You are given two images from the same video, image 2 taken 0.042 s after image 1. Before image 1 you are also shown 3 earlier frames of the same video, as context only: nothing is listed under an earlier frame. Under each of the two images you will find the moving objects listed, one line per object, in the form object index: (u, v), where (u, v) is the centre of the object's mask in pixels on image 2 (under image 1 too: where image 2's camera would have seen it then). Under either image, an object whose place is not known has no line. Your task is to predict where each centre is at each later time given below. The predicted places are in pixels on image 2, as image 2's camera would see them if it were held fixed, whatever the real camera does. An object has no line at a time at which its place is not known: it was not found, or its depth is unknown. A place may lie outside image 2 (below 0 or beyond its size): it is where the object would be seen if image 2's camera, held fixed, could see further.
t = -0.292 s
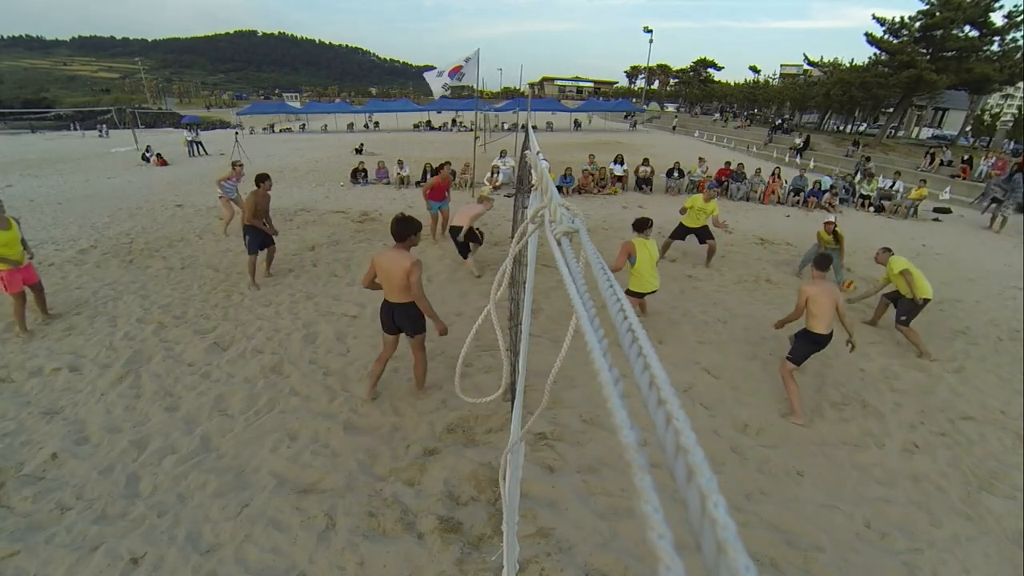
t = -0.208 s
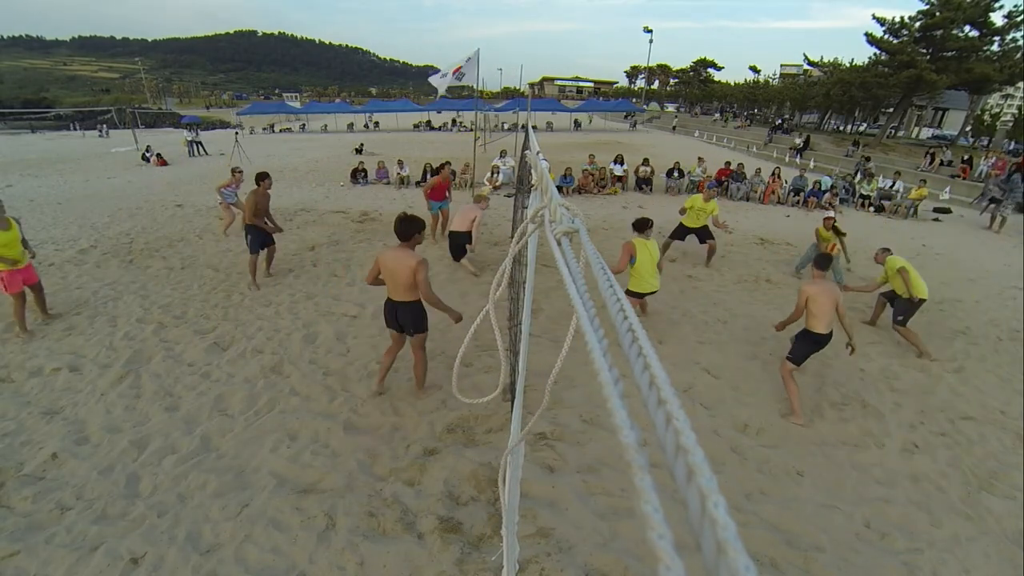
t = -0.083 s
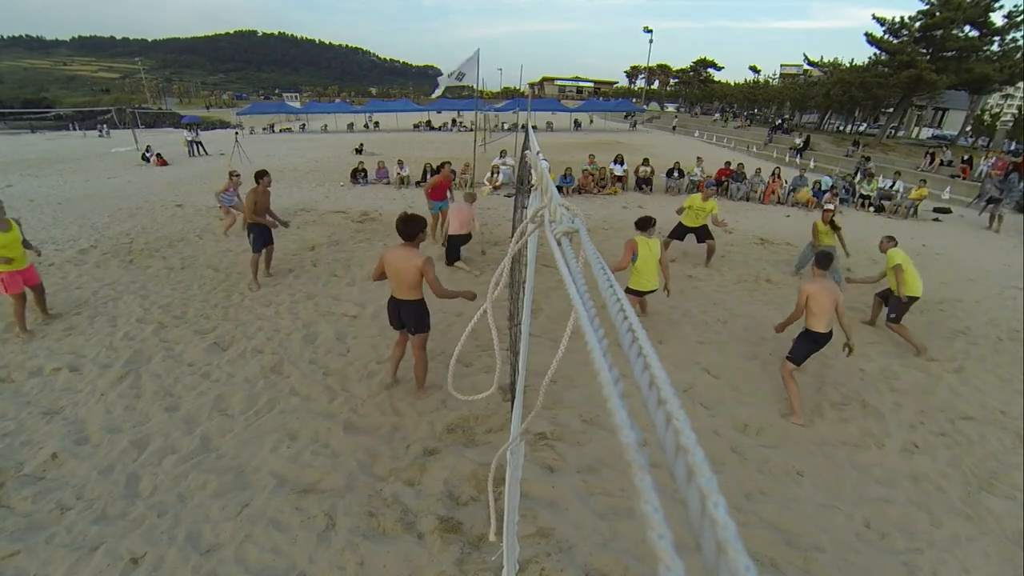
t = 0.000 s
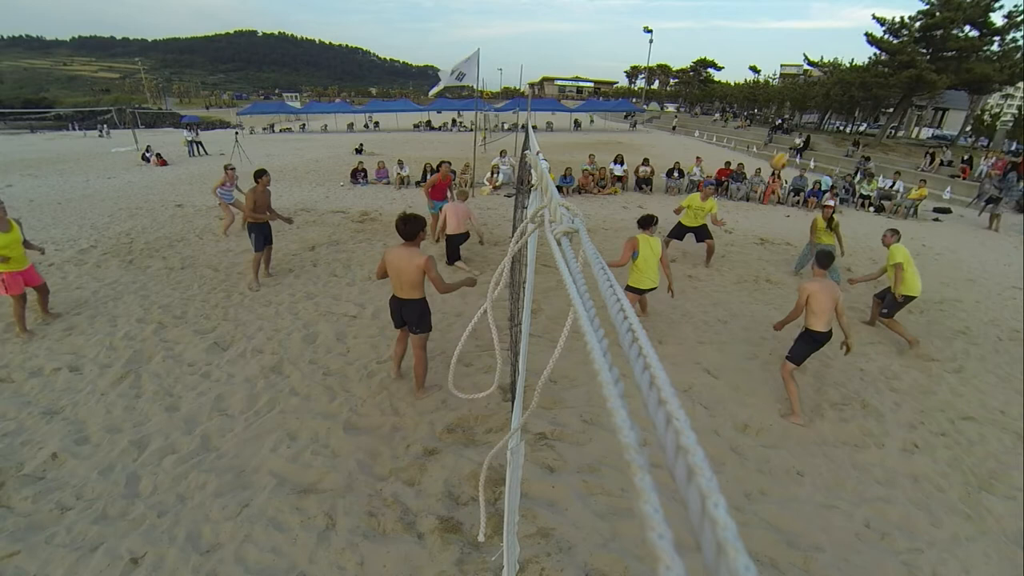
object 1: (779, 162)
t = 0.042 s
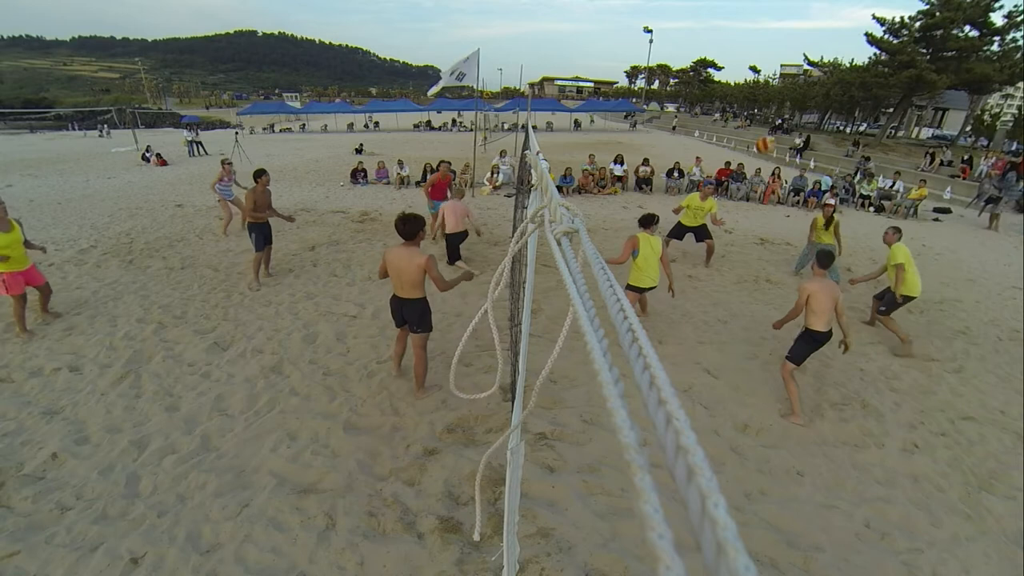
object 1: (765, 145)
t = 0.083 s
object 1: (752, 129)
